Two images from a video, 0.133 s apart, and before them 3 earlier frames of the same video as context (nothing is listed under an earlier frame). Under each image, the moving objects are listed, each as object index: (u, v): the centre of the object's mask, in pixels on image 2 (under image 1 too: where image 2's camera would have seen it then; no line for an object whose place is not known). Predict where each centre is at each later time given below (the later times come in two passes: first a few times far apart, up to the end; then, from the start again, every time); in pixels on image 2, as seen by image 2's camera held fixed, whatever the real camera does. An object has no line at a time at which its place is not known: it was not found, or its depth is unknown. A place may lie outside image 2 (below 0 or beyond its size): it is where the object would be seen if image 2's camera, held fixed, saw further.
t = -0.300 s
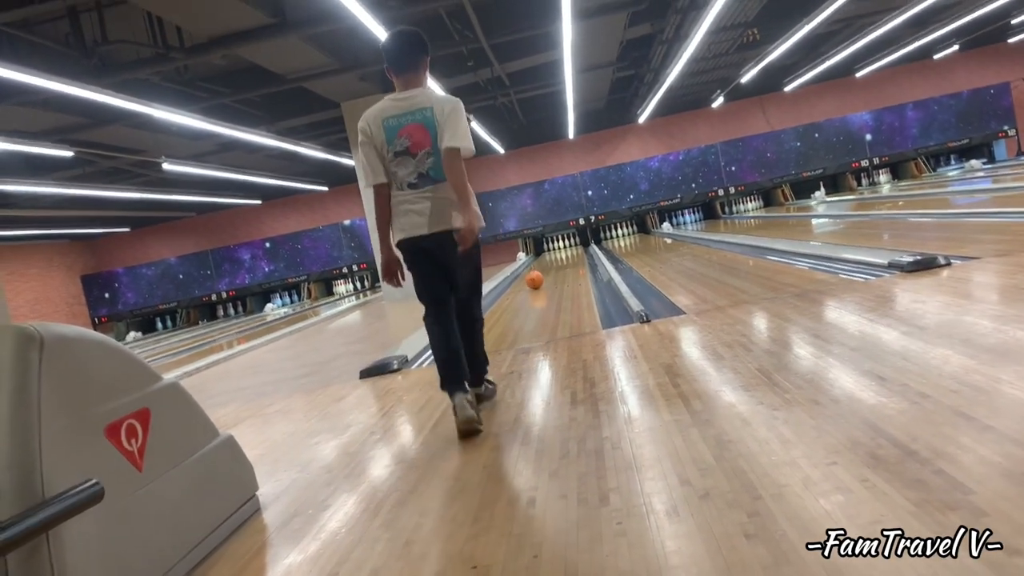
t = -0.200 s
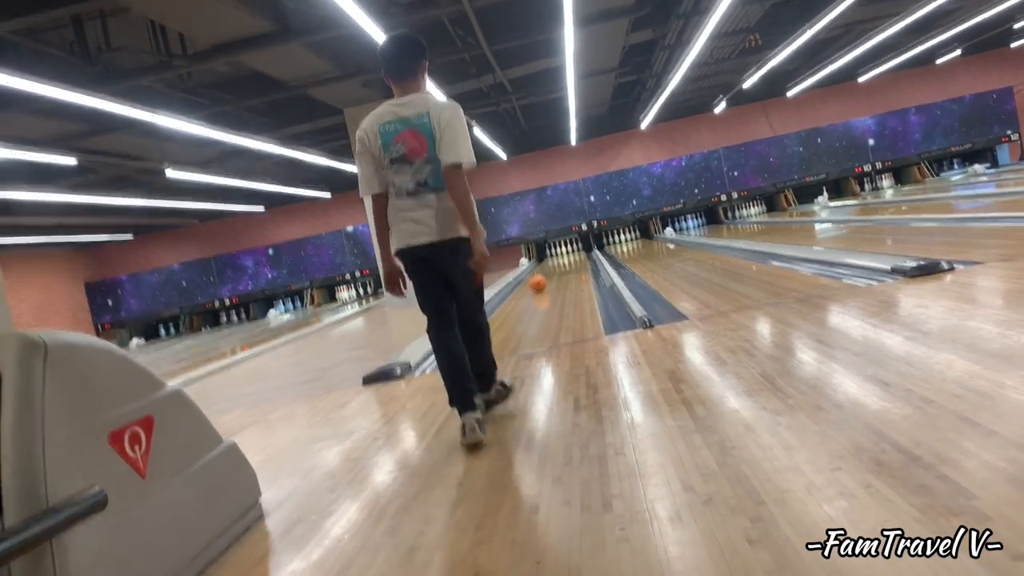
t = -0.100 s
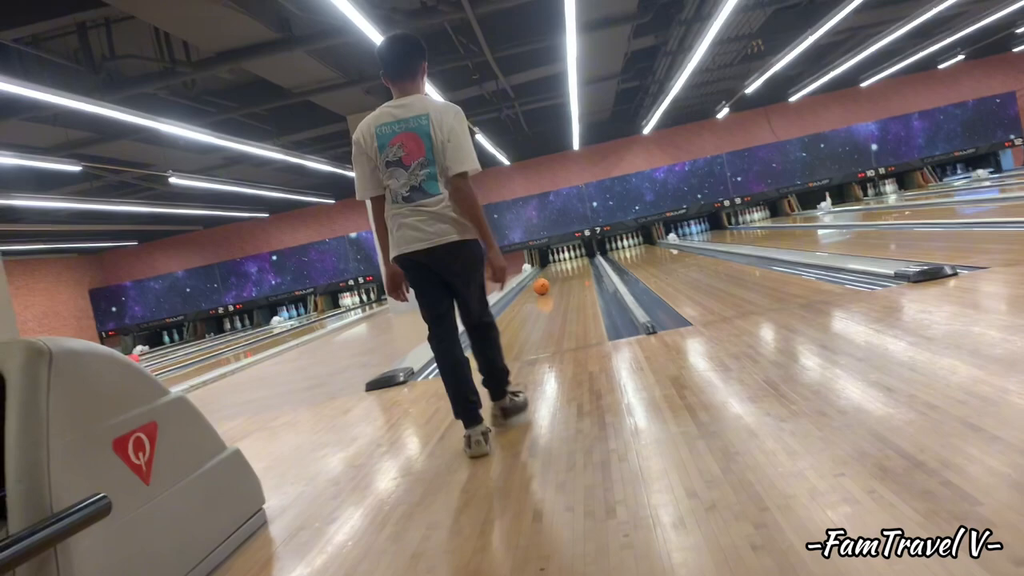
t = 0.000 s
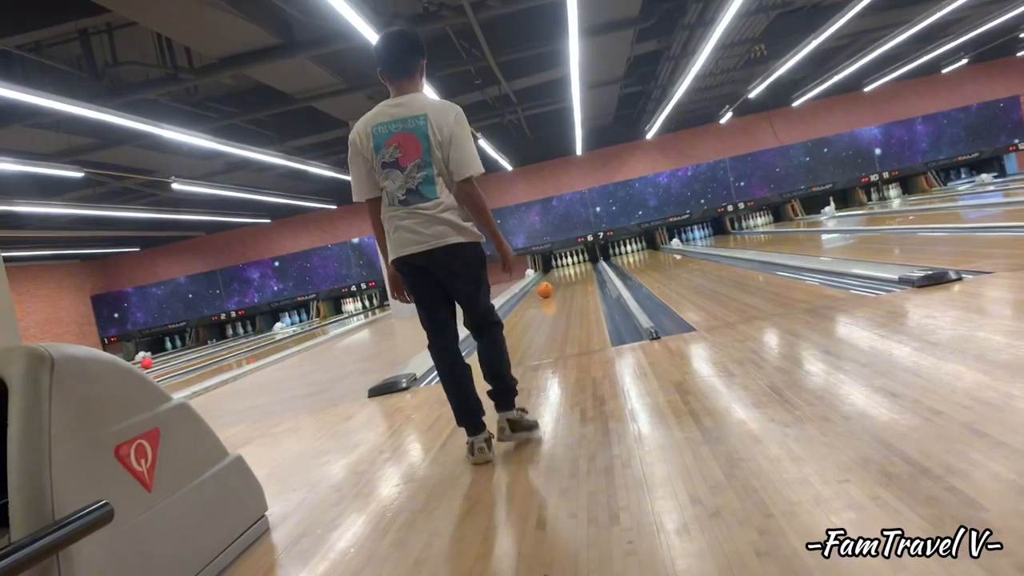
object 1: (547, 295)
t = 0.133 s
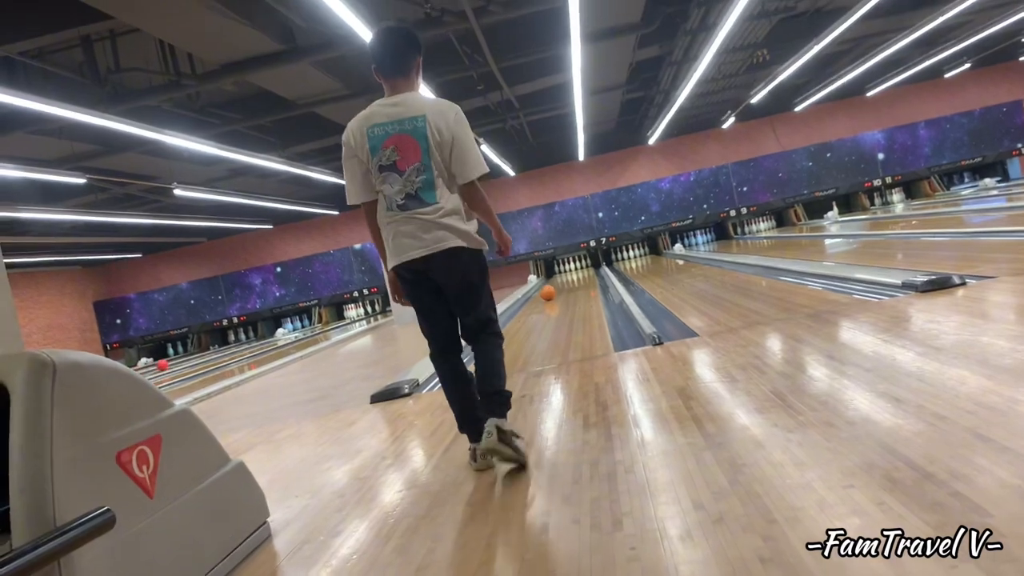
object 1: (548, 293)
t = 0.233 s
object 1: (548, 291)
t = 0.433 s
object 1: (548, 289)
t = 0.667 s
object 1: (548, 286)
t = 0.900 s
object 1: (549, 283)
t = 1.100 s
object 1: (549, 282)
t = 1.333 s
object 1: (549, 280)
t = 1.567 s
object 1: (549, 279)
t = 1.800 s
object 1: (549, 278)
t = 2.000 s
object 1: (549, 277)
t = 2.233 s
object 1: (549, 276)
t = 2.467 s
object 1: (548, 276)
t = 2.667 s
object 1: (548, 276)
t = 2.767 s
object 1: (548, 276)
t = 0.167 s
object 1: (548, 292)
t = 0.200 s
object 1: (548, 292)
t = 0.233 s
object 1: (548, 291)
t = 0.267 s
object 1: (548, 291)
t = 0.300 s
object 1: (548, 290)
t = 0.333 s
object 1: (549, 290)
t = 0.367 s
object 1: (548, 290)
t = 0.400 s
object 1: (549, 289)
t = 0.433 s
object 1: (548, 289)
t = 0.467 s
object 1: (548, 288)
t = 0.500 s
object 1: (548, 288)
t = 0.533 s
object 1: (549, 287)
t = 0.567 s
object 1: (549, 287)
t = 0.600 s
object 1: (549, 287)
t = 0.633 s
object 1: (549, 286)
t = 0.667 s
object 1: (548, 286)
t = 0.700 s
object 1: (549, 285)
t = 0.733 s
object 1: (549, 285)
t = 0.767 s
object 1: (549, 285)
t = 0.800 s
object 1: (549, 284)
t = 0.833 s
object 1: (549, 284)
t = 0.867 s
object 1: (549, 284)
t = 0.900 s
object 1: (549, 283)
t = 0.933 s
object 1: (549, 283)
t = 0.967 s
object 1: (549, 283)
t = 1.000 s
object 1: (549, 283)
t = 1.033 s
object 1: (549, 282)
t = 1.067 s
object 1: (549, 282)
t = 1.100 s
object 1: (549, 282)
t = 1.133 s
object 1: (549, 281)
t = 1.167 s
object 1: (549, 281)
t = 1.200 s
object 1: (549, 281)
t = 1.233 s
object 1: (549, 281)
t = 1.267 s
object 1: (549, 280)
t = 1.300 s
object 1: (549, 280)
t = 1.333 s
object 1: (549, 280)
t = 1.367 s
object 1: (549, 280)
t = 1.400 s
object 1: (549, 279)
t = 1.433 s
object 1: (549, 279)
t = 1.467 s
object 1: (549, 279)
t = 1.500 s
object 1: (549, 279)
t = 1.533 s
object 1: (549, 279)
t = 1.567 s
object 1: (549, 279)
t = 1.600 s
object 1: (549, 278)
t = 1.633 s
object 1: (549, 278)
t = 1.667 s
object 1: (549, 278)
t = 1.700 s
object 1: (549, 278)
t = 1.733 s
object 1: (549, 278)
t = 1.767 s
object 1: (549, 278)
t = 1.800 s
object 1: (549, 278)
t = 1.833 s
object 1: (549, 277)
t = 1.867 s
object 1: (549, 277)
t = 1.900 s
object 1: (549, 277)
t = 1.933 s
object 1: (549, 277)
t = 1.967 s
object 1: (549, 277)
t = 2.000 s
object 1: (549, 277)
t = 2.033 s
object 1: (549, 276)
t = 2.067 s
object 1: (549, 276)
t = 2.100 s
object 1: (549, 276)
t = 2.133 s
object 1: (549, 276)
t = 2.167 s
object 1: (549, 276)
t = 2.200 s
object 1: (549, 276)
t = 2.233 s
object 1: (549, 276)
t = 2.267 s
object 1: (549, 276)
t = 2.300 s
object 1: (549, 275)
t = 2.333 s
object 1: (549, 275)
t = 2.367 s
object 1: (549, 275)
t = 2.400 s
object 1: (549, 275)
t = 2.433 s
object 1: (548, 275)
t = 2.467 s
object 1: (548, 276)
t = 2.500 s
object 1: (547, 276)
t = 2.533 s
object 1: (547, 277)
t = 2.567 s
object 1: (547, 277)
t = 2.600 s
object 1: (547, 277)
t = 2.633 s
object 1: (547, 277)
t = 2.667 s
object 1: (548, 276)
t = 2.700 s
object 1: (547, 276)
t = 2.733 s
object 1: (548, 276)
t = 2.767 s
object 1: (548, 276)
